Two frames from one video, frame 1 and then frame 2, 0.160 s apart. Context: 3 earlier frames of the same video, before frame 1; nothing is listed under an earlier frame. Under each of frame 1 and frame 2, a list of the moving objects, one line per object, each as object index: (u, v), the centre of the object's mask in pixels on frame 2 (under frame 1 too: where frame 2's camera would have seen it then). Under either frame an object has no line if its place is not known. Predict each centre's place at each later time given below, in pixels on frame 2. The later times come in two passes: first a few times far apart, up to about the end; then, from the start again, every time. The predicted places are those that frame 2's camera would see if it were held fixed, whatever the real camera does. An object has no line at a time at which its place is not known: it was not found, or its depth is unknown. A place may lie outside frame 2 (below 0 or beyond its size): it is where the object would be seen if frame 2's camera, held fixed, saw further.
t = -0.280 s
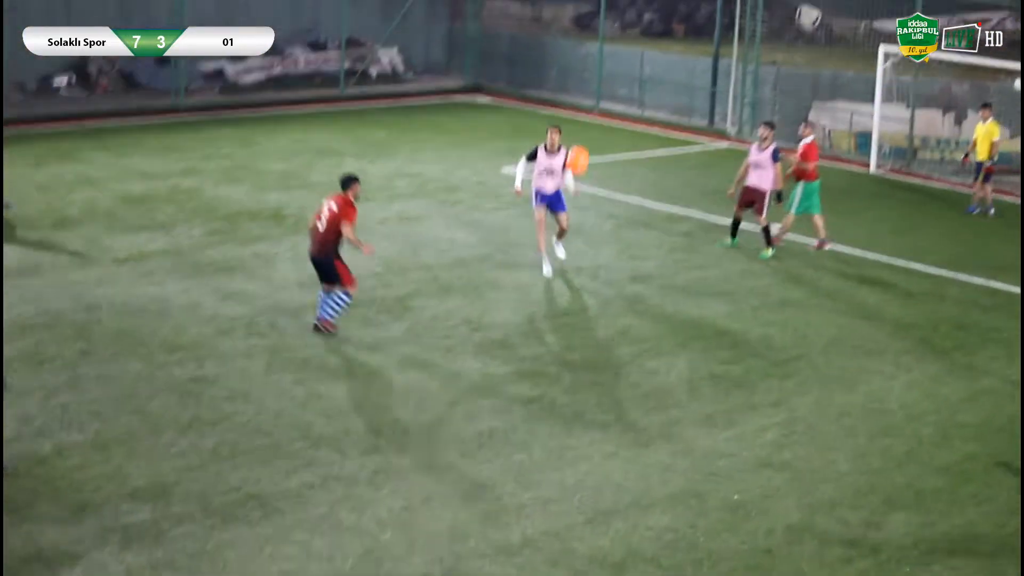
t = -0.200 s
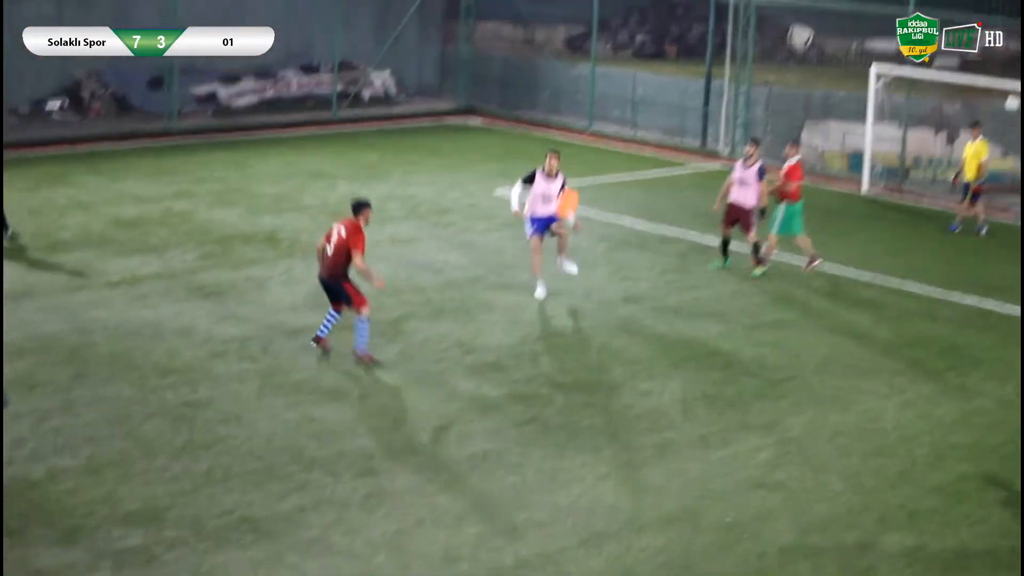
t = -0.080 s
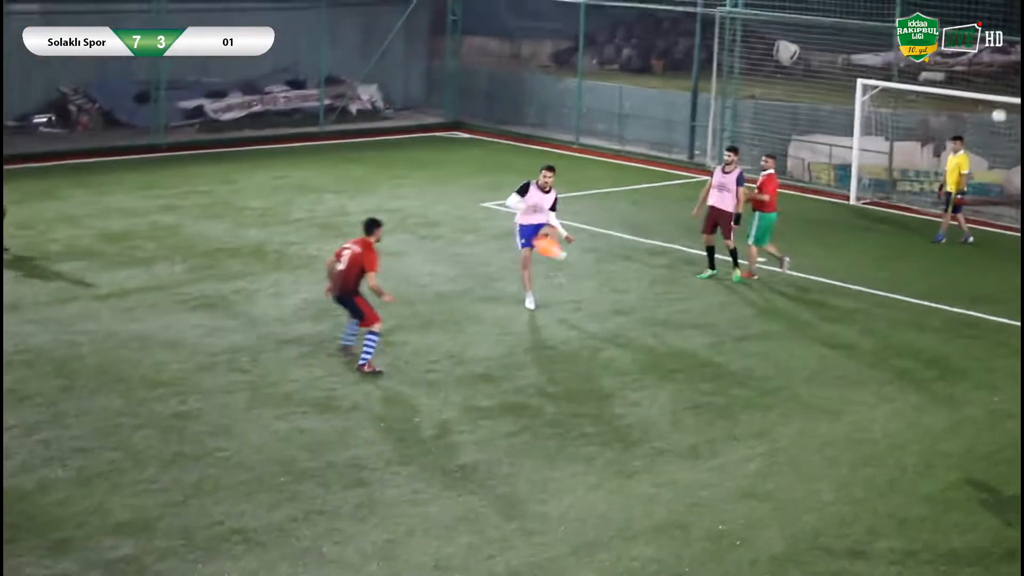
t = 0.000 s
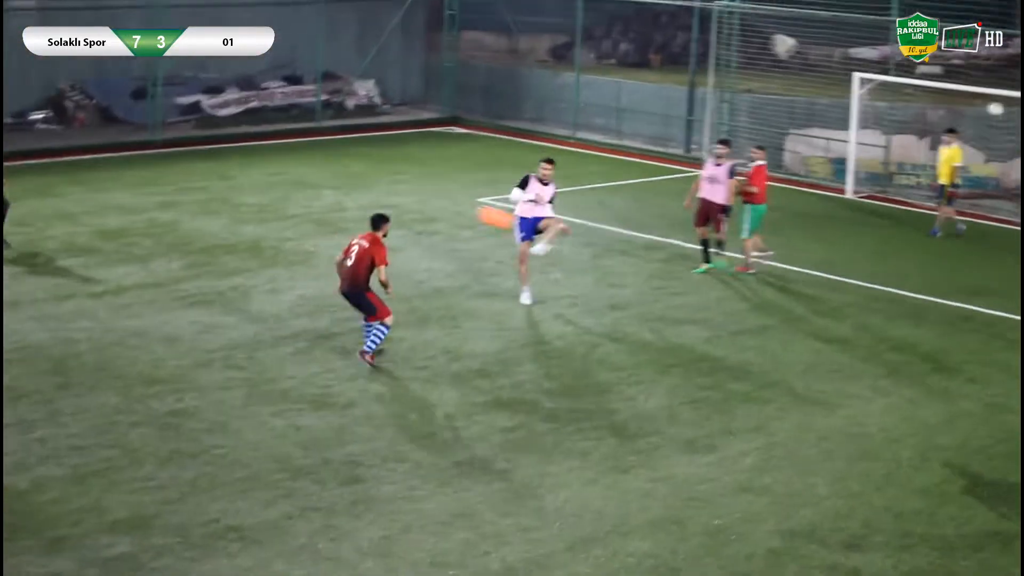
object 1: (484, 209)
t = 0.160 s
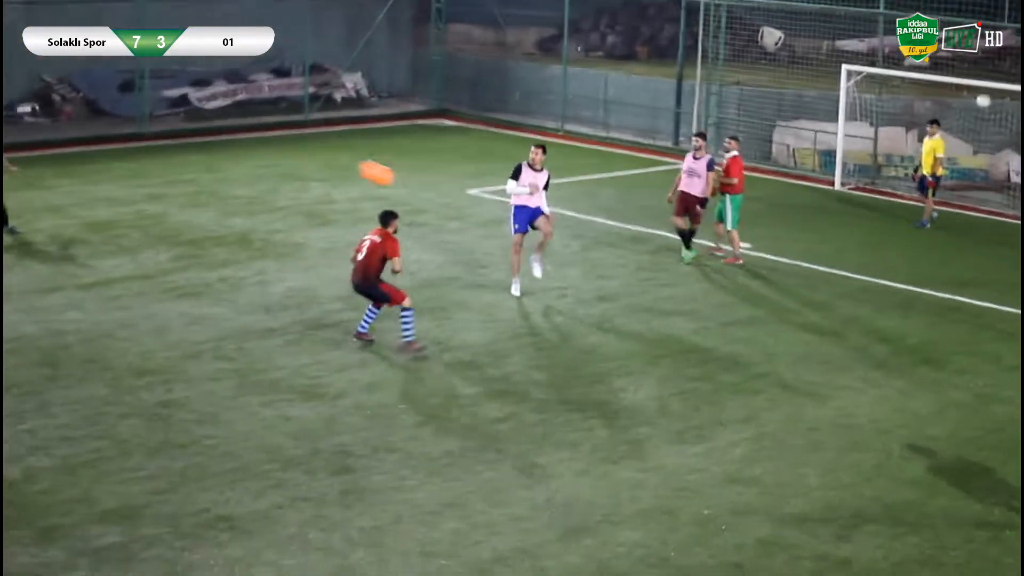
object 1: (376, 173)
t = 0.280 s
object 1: (286, 160)
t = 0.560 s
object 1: (51, 185)
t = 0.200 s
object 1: (347, 168)
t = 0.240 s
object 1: (317, 163)
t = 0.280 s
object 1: (286, 160)
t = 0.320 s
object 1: (254, 159)
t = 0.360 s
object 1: (223, 159)
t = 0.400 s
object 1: (189, 161)
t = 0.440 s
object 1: (156, 164)
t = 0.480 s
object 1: (122, 169)
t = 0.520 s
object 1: (86, 176)
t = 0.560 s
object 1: (51, 185)
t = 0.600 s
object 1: (13, 196)
